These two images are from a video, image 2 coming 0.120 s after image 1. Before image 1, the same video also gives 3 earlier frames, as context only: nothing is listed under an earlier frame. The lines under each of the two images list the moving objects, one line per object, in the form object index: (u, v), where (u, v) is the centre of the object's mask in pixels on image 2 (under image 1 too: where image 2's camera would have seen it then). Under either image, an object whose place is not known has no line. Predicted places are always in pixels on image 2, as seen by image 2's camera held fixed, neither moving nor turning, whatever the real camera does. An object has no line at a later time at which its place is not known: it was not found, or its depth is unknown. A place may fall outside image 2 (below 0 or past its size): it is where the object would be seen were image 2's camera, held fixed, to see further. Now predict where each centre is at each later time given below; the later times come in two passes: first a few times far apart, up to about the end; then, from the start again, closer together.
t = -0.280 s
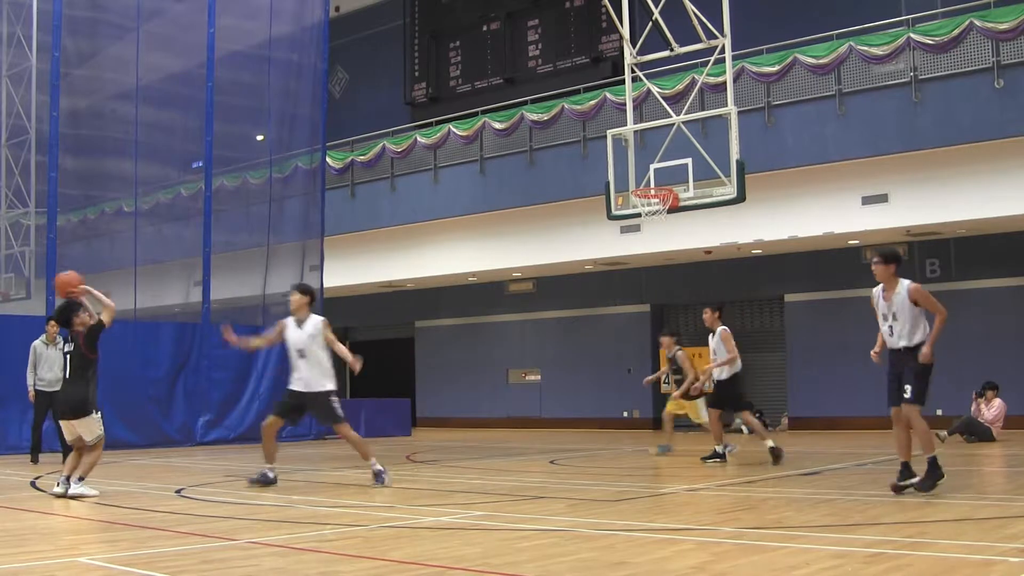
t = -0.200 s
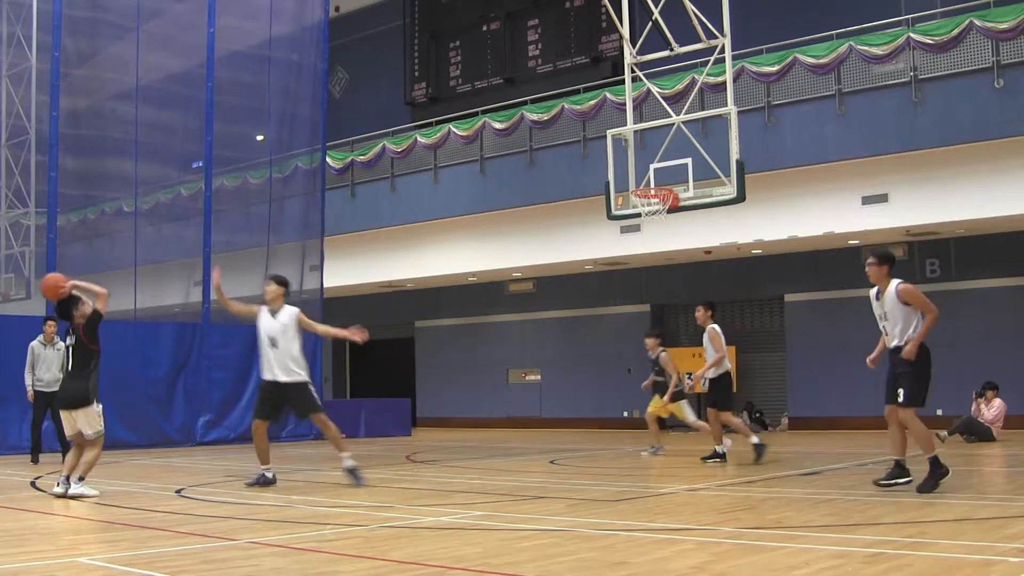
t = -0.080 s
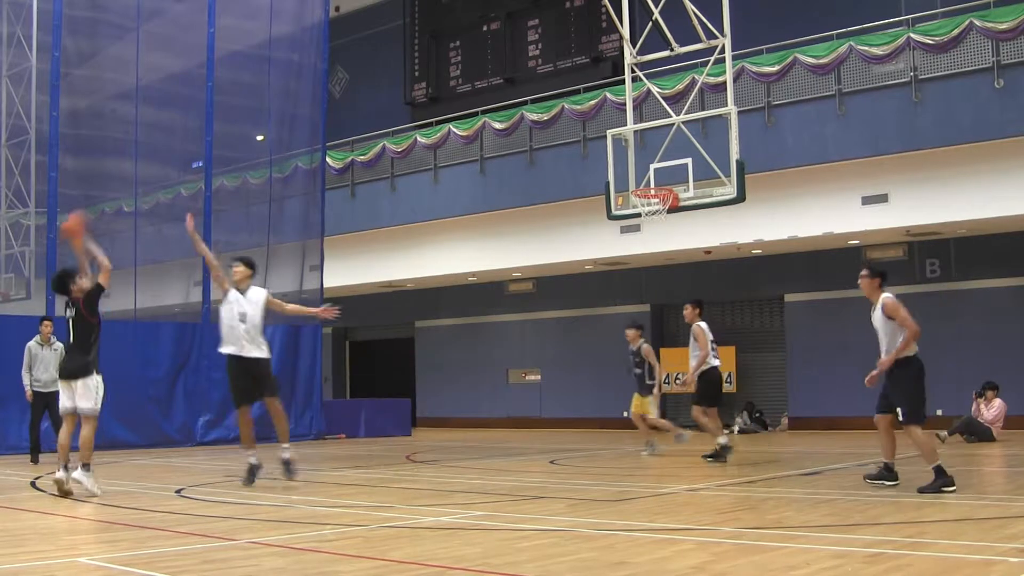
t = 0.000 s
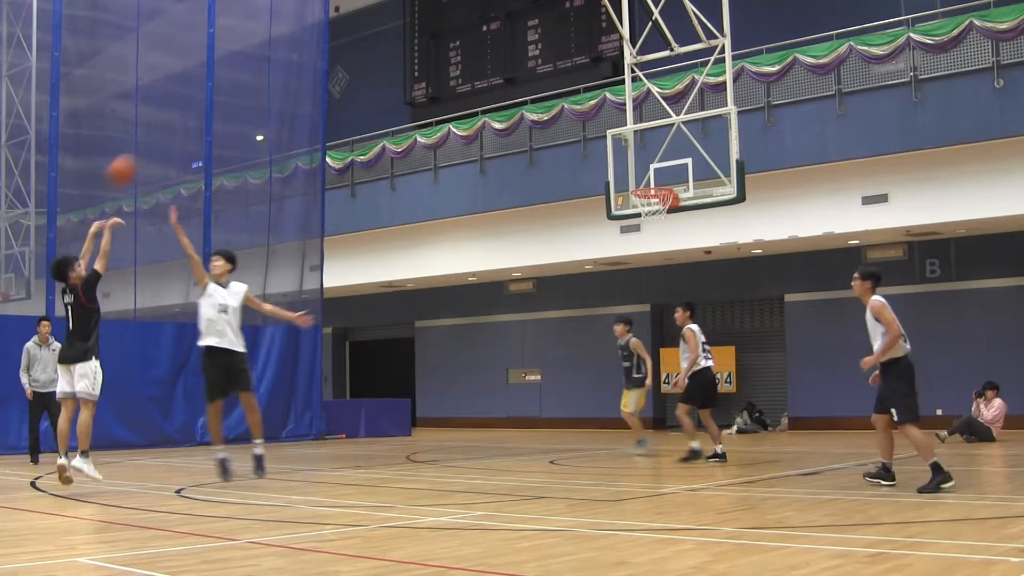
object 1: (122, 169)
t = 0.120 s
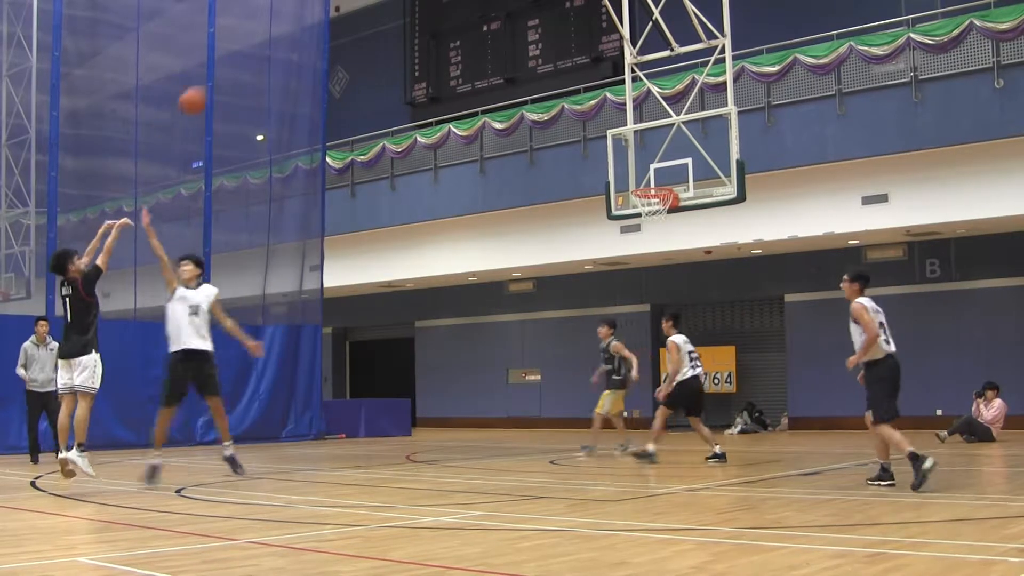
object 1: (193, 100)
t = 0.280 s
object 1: (280, 41)
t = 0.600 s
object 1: (426, 10)
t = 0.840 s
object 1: (518, 48)
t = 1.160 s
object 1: (628, 170)
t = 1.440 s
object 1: (639, 179)
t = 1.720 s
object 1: (594, 202)
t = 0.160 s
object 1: (216, 82)
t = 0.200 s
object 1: (236, 68)
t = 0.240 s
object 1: (258, 53)
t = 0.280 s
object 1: (280, 41)
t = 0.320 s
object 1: (300, 31)
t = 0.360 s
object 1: (320, 23)
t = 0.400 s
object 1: (339, 18)
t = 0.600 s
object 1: (426, 10)
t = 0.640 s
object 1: (442, 13)
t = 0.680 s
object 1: (458, 18)
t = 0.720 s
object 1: (474, 23)
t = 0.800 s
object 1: (504, 39)
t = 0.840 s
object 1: (518, 48)
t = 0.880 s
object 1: (533, 60)
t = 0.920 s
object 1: (548, 73)
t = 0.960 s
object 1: (561, 85)
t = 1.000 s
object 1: (575, 100)
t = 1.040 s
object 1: (589, 117)
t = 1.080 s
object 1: (601, 132)
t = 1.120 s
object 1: (615, 152)
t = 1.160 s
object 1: (628, 170)
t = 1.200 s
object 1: (641, 183)
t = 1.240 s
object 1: (652, 188)
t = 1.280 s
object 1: (658, 185)
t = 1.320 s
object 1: (659, 183)
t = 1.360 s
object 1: (653, 181)
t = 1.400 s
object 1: (646, 180)
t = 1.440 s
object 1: (639, 179)
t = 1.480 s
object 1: (631, 179)
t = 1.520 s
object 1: (625, 179)
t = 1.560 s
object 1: (618, 181)
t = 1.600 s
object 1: (613, 185)
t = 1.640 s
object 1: (606, 189)
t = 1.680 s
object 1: (600, 195)
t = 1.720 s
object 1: (594, 202)
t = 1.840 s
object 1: (576, 232)
